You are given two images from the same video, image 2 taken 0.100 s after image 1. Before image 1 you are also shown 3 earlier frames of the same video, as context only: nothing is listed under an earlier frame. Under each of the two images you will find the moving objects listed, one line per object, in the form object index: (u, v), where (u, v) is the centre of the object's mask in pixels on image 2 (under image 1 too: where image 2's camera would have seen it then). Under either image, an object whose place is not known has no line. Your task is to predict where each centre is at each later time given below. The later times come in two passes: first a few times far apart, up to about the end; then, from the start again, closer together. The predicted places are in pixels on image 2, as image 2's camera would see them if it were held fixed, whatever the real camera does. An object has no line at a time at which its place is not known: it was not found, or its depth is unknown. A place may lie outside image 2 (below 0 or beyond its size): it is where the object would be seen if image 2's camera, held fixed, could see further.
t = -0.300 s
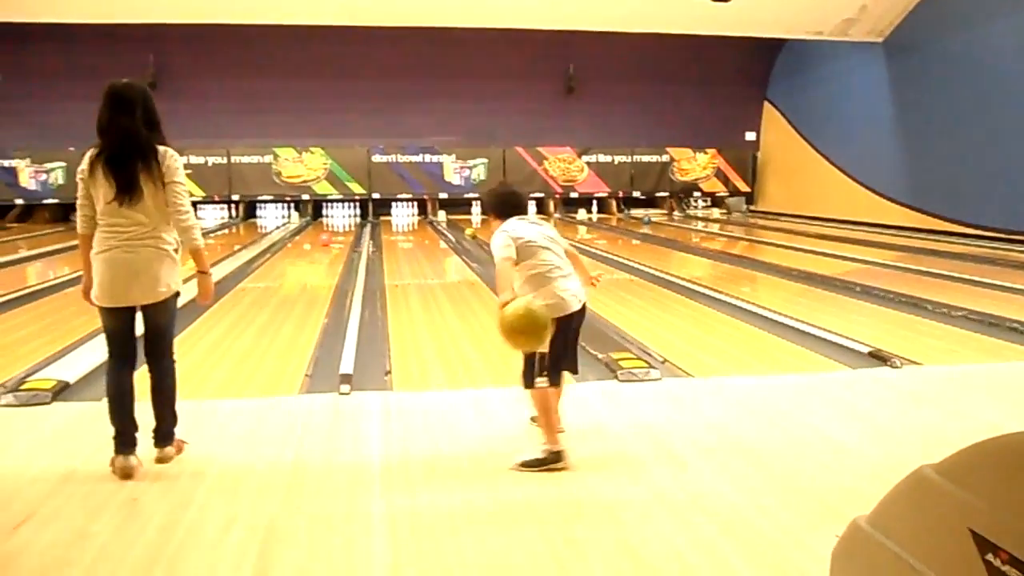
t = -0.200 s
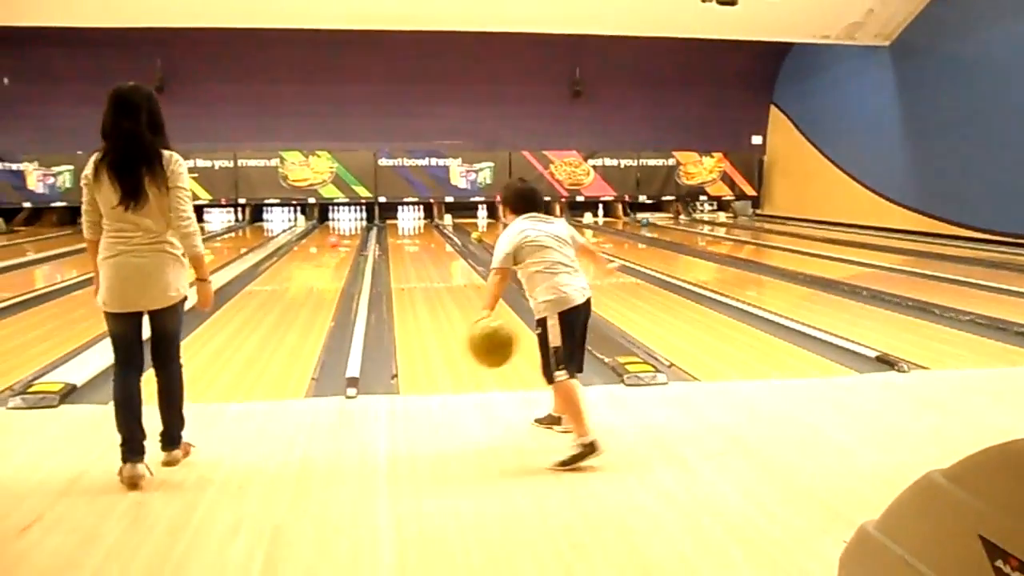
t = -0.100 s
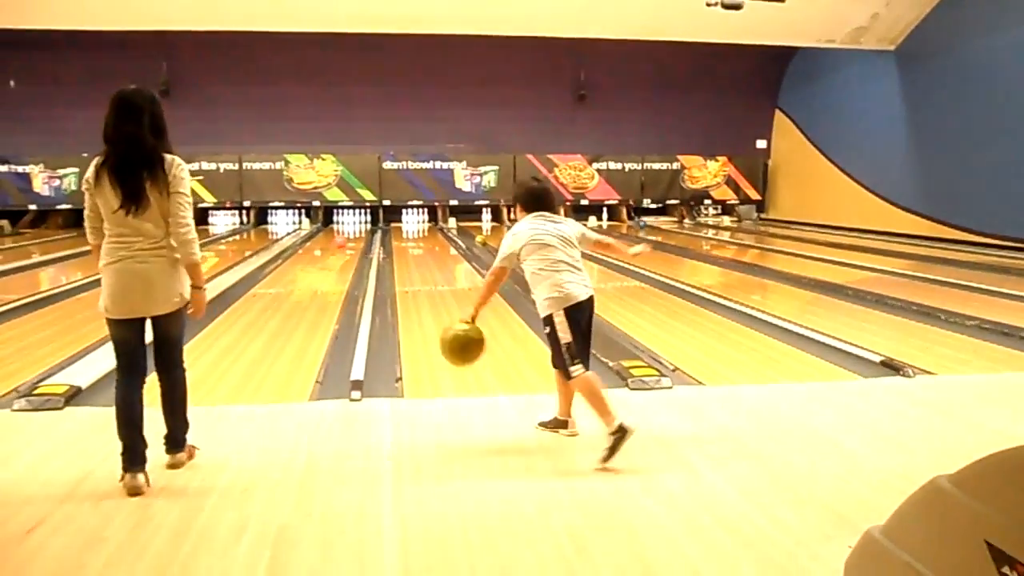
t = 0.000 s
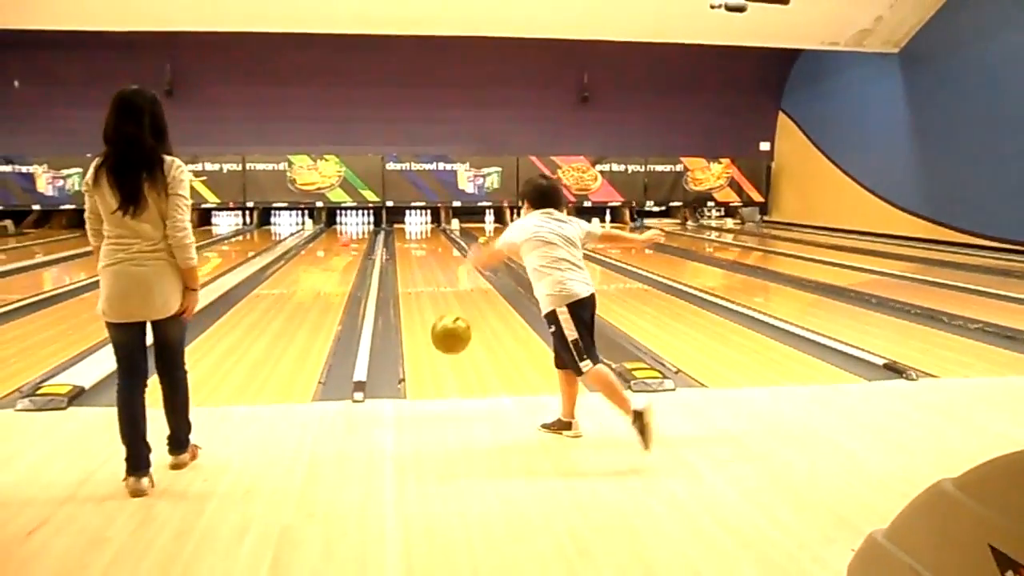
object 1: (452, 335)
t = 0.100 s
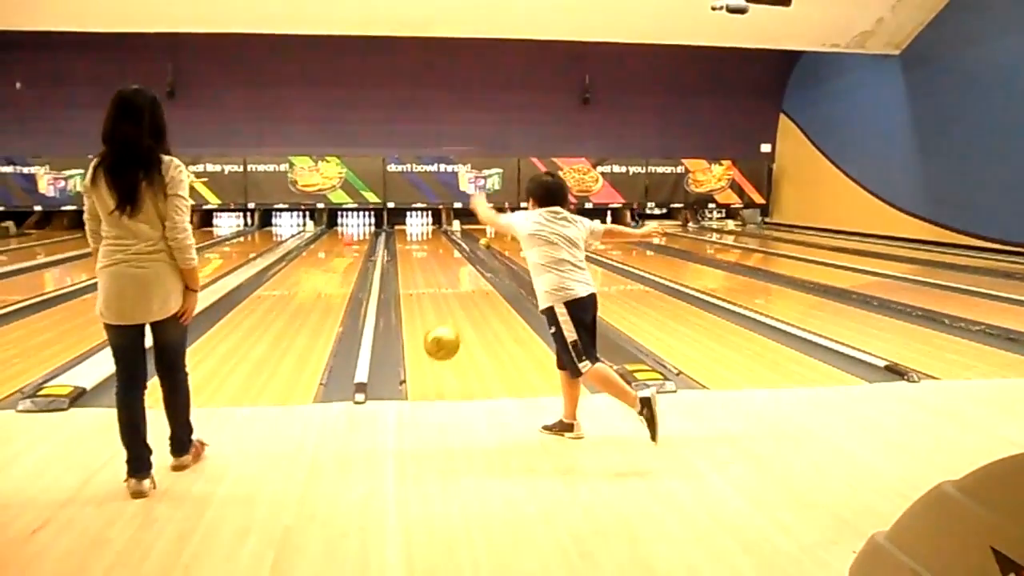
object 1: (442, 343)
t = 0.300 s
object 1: (425, 346)
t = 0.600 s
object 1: (409, 317)
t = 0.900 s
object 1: (399, 296)
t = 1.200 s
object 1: (391, 285)
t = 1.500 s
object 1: (389, 277)
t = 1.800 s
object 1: (390, 269)
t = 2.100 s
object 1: (391, 263)
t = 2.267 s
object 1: (391, 260)
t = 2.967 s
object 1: (393, 252)
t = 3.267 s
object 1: (394, 249)
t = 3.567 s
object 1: (394, 246)
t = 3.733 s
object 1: (394, 245)
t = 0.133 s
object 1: (439, 348)
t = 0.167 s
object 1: (435, 355)
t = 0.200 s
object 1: (433, 362)
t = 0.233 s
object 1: (430, 354)
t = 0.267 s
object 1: (428, 349)
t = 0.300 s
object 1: (425, 346)
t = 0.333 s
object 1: (423, 343)
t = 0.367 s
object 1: (421, 340)
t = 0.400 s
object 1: (419, 336)
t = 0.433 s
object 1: (417, 332)
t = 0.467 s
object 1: (415, 329)
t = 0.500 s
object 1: (414, 326)
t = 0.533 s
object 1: (413, 323)
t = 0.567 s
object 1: (411, 320)
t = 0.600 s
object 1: (409, 317)
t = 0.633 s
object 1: (408, 314)
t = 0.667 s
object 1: (406, 311)
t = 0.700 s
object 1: (405, 309)
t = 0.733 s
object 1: (404, 306)
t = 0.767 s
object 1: (403, 304)
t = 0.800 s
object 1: (402, 302)
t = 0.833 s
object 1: (401, 300)
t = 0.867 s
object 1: (400, 298)
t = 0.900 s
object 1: (399, 296)
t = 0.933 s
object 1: (397, 295)
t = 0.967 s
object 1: (396, 293)
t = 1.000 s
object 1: (394, 292)
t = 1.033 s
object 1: (392, 292)
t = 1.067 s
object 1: (390, 292)
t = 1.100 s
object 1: (389, 292)
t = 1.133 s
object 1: (390, 288)
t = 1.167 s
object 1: (391, 287)
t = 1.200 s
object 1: (391, 285)
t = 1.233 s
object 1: (391, 284)
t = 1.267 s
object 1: (391, 283)
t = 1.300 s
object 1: (390, 282)
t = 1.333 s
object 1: (389, 282)
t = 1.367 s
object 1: (389, 280)
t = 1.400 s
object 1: (390, 279)
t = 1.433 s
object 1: (389, 279)
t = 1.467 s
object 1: (389, 278)
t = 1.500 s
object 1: (389, 277)
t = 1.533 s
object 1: (389, 276)
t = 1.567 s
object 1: (389, 275)
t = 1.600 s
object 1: (390, 274)
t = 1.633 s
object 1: (390, 273)
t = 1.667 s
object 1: (390, 272)
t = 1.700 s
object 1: (390, 271)
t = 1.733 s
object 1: (390, 270)
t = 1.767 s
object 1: (390, 270)
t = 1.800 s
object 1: (390, 269)
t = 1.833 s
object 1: (390, 268)
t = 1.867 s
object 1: (390, 267)
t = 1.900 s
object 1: (390, 267)
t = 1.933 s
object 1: (390, 266)
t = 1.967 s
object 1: (391, 265)
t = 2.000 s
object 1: (391, 265)
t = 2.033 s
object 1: (391, 264)
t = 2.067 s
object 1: (391, 263)
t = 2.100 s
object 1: (391, 263)
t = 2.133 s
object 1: (391, 262)
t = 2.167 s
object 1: (391, 262)
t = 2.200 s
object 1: (391, 261)
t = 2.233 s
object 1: (391, 261)
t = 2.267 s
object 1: (391, 260)
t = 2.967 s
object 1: (393, 252)
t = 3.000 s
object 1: (393, 252)
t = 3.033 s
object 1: (393, 251)
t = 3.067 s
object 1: (393, 251)
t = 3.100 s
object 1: (393, 250)
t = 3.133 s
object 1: (393, 250)
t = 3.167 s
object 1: (393, 250)
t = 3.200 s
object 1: (393, 250)
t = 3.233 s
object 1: (393, 249)
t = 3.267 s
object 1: (394, 249)
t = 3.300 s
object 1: (393, 249)
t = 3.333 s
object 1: (394, 248)
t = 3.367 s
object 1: (393, 248)
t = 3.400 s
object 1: (394, 248)
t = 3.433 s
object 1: (394, 247)
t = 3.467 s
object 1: (394, 247)
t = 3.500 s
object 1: (394, 247)
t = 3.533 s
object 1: (394, 247)
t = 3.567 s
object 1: (394, 246)
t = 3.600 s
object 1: (394, 246)
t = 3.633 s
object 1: (394, 245)
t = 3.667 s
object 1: (394, 245)
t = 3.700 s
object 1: (394, 245)
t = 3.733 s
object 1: (394, 245)
